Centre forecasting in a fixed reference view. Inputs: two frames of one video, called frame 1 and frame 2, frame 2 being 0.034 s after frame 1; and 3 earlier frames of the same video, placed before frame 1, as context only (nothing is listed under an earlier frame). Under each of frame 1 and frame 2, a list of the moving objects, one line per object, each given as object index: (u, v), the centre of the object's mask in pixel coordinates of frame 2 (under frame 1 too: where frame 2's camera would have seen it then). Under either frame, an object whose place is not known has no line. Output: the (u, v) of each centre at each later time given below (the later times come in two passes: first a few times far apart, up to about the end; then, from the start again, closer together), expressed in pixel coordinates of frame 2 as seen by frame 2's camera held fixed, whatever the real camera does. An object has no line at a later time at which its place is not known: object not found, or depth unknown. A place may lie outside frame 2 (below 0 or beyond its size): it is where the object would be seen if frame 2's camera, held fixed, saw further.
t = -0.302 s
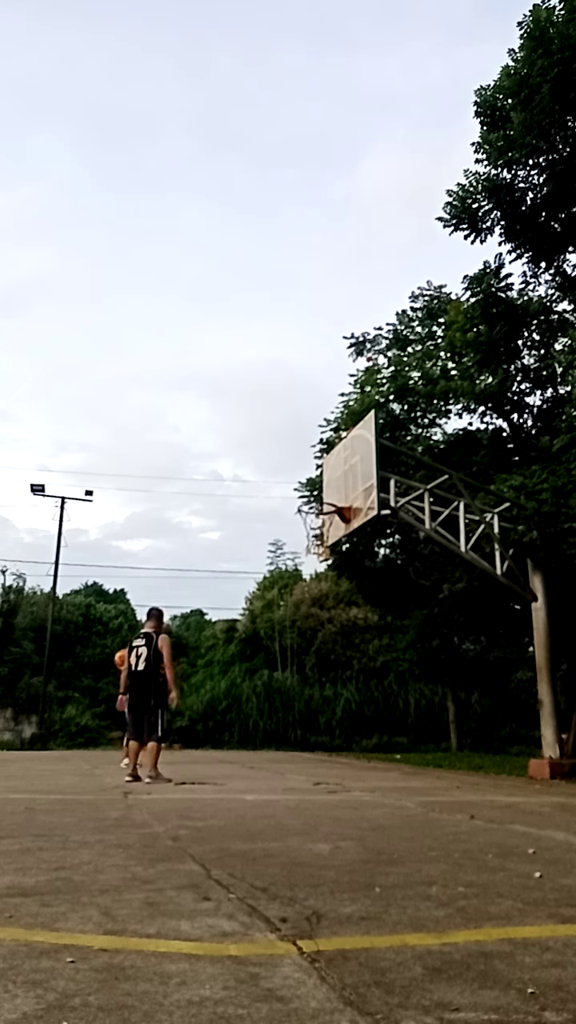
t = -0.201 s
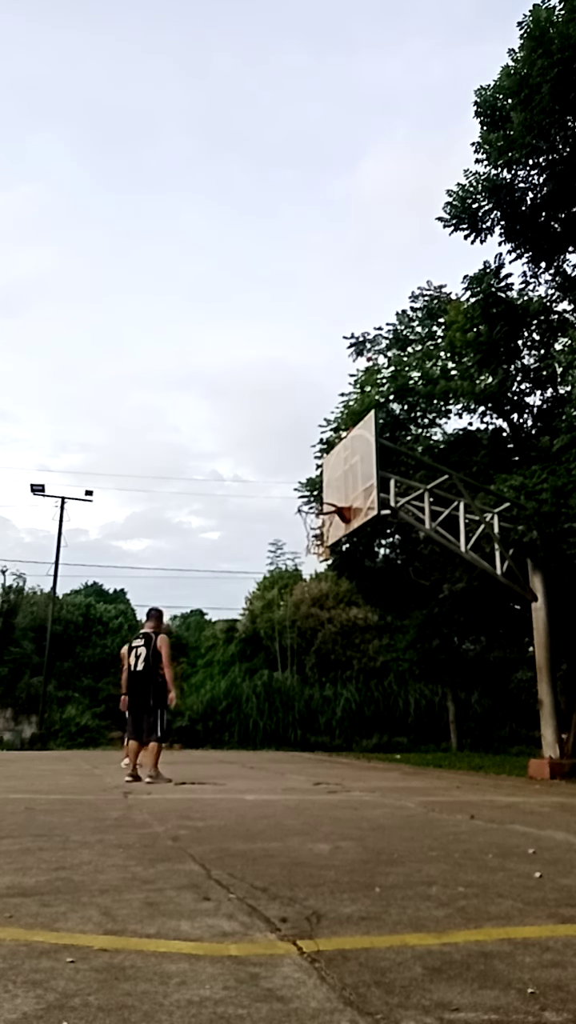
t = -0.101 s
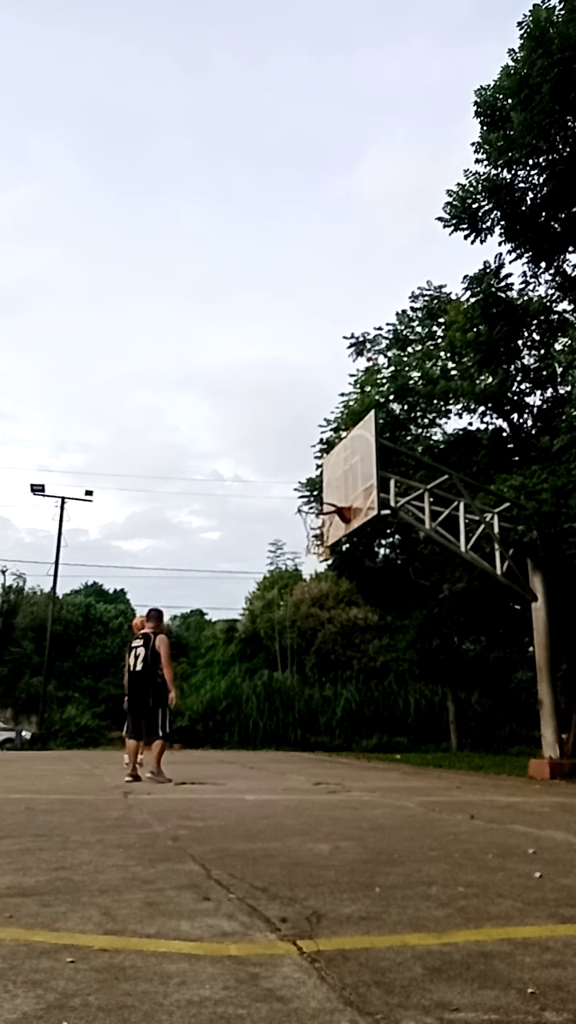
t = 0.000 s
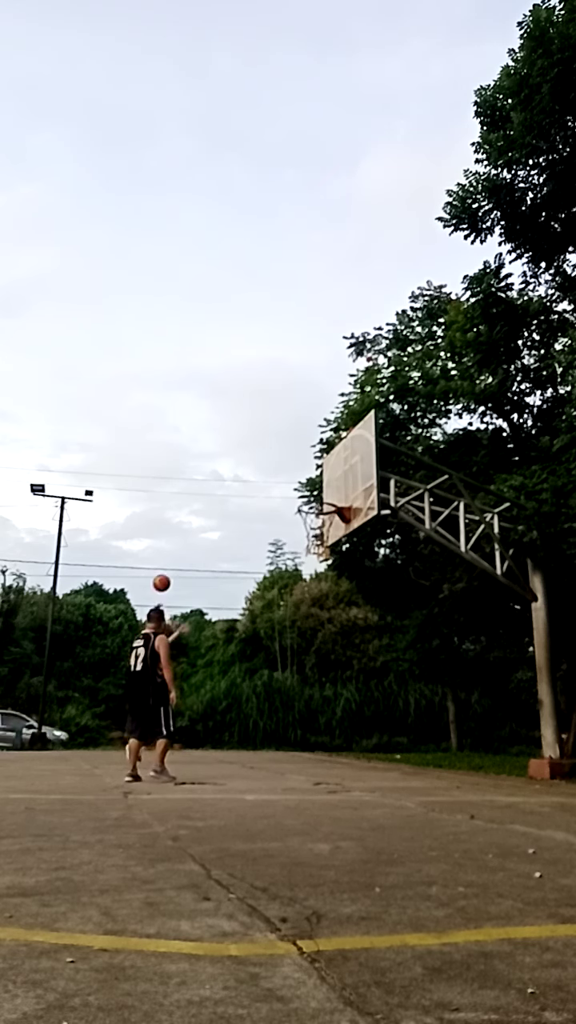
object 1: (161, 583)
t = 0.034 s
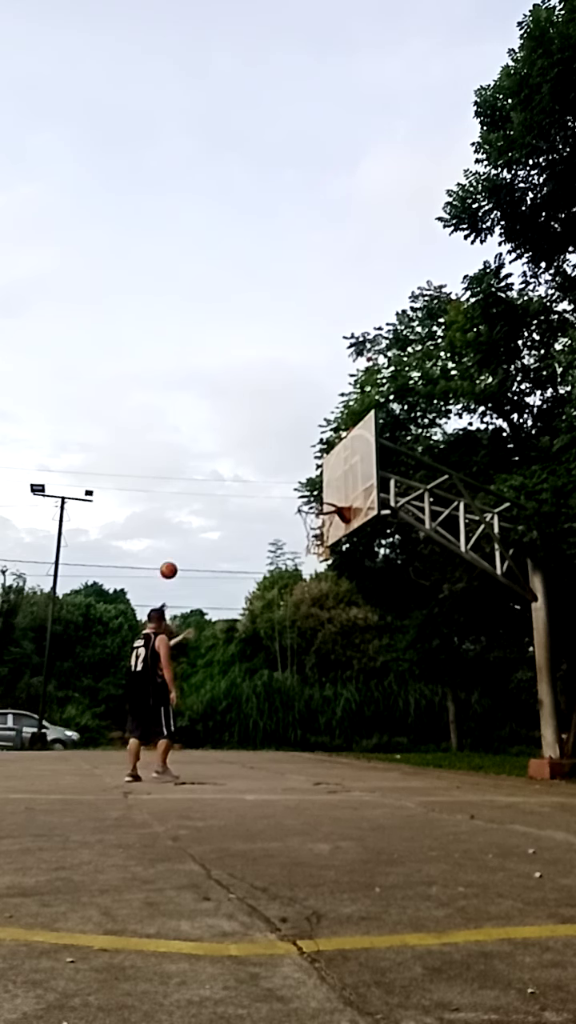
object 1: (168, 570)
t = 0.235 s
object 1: (210, 511)
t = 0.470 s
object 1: (258, 475)
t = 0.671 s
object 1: (301, 476)
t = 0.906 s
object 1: (355, 517)
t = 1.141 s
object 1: (418, 614)
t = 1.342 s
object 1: (483, 756)
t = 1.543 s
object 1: (512, 672)
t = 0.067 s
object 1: (175, 558)
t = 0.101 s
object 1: (182, 547)
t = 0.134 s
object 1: (189, 537)
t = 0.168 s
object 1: (196, 528)
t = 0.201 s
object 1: (203, 519)
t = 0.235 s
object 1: (210, 511)
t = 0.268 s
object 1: (216, 503)
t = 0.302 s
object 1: (223, 497)
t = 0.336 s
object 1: (230, 491)
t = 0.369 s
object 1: (237, 486)
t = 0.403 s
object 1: (244, 482)
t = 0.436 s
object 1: (251, 478)
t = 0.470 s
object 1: (258, 475)
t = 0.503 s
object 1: (265, 473)
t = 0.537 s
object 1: (272, 472)
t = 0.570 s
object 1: (279, 472)
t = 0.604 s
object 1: (286, 472)
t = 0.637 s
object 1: (294, 474)
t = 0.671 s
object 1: (301, 476)
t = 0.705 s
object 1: (309, 479)
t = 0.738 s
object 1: (316, 483)
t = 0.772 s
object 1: (323, 488)
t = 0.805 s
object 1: (331, 494)
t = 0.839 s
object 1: (339, 501)
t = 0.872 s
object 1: (347, 511)
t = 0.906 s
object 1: (355, 517)
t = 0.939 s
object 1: (363, 527)
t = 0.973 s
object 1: (372, 539)
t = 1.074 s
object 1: (399, 580)
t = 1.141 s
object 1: (418, 614)
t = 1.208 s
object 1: (438, 654)
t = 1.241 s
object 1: (449, 678)
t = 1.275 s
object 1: (460, 702)
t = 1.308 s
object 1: (472, 728)
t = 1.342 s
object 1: (483, 756)
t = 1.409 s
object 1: (498, 754)
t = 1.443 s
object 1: (501, 731)
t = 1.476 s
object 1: (504, 710)
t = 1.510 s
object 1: (508, 691)
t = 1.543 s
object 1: (512, 672)
